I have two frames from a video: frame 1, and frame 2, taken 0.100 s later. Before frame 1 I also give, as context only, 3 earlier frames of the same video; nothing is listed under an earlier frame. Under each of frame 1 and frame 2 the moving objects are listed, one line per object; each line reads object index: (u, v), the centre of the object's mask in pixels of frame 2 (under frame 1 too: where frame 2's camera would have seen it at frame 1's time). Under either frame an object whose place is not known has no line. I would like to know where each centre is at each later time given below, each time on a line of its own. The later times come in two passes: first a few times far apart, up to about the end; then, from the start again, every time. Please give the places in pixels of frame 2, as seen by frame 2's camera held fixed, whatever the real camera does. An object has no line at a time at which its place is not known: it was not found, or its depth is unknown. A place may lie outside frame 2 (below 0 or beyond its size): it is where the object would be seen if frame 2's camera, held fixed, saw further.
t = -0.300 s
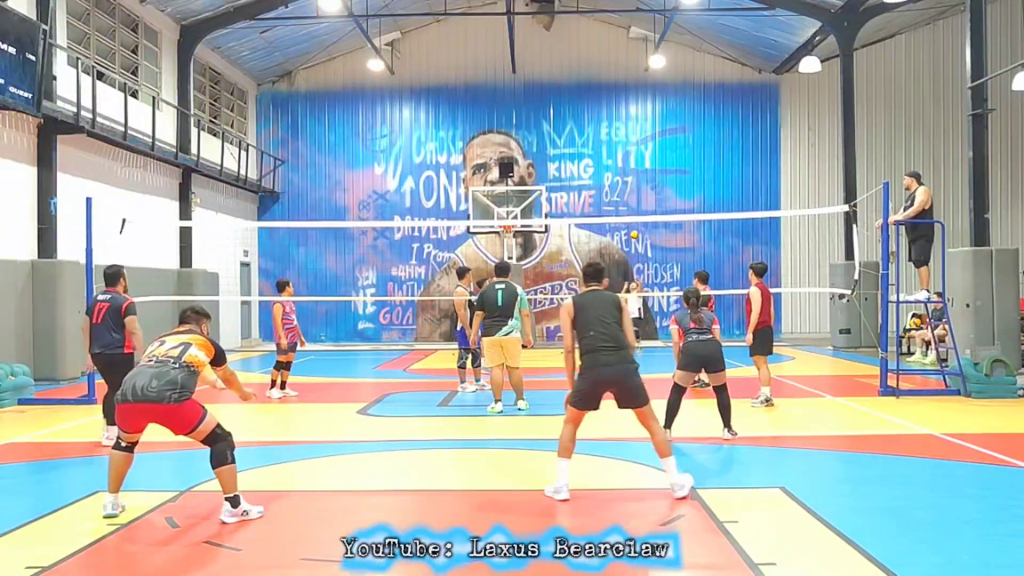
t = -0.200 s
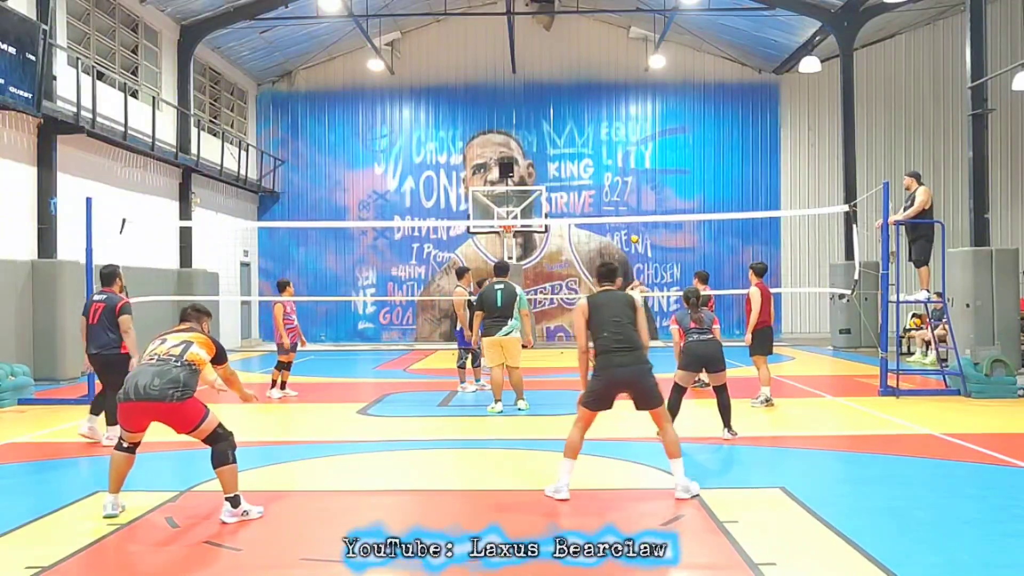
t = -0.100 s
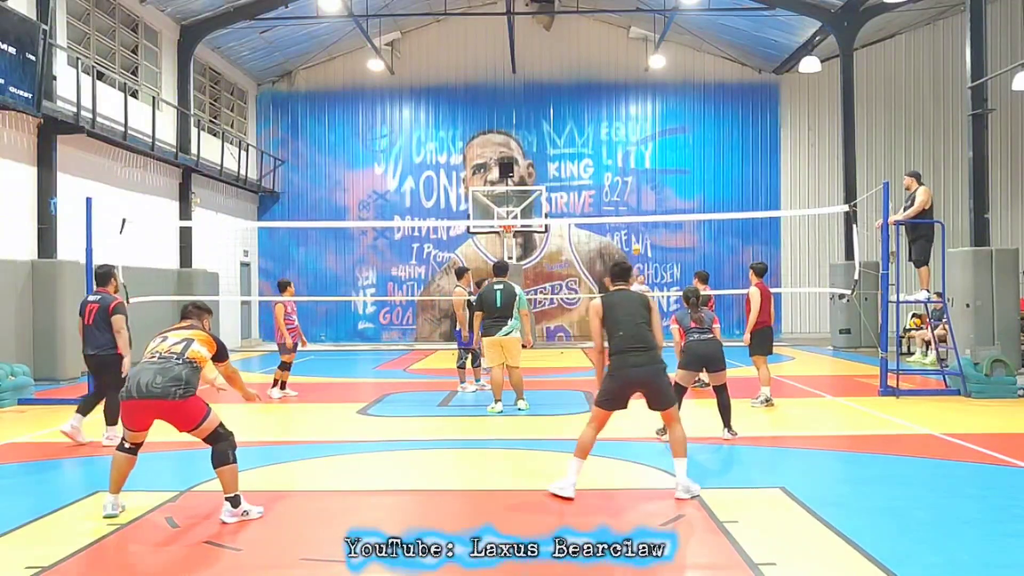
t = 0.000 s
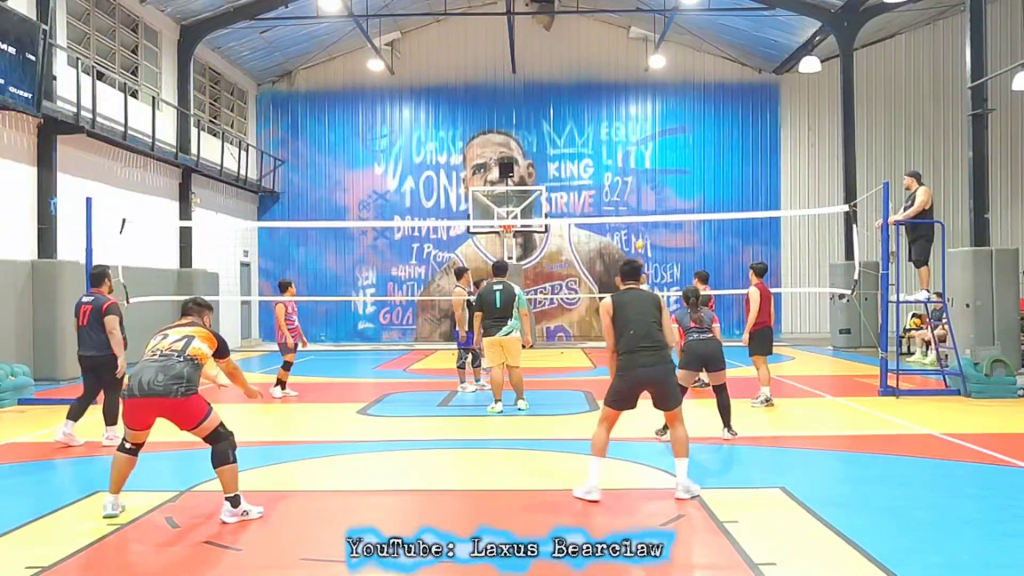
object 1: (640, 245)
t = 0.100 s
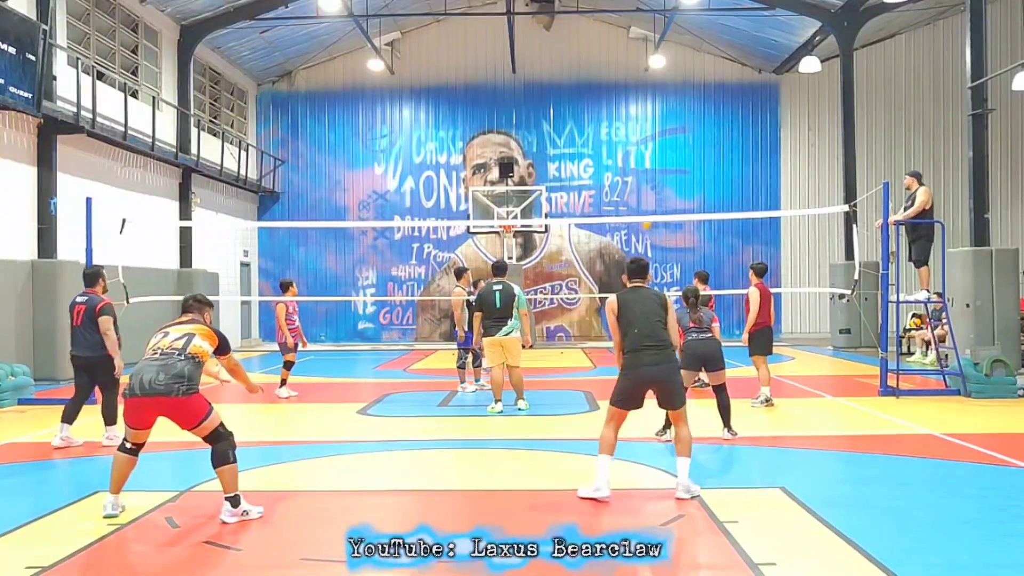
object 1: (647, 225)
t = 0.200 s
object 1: (654, 203)
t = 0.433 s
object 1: (682, 172)
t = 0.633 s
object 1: (716, 169)
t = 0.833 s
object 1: (767, 212)
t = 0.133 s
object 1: (649, 213)
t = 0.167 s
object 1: (652, 210)
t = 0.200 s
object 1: (654, 203)
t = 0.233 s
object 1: (657, 198)
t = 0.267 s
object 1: (660, 192)
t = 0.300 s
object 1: (665, 187)
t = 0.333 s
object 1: (668, 183)
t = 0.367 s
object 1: (672, 179)
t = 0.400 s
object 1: (677, 175)
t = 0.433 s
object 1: (682, 172)
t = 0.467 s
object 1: (687, 170)
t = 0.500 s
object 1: (692, 168)
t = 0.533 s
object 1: (698, 167)
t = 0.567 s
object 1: (703, 166)
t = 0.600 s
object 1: (709, 167)
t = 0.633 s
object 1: (716, 169)
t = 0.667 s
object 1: (723, 172)
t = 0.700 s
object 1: (730, 176)
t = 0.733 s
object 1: (738, 182)
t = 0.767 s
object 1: (747, 190)
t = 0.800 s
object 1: (756, 198)
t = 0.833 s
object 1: (767, 212)
